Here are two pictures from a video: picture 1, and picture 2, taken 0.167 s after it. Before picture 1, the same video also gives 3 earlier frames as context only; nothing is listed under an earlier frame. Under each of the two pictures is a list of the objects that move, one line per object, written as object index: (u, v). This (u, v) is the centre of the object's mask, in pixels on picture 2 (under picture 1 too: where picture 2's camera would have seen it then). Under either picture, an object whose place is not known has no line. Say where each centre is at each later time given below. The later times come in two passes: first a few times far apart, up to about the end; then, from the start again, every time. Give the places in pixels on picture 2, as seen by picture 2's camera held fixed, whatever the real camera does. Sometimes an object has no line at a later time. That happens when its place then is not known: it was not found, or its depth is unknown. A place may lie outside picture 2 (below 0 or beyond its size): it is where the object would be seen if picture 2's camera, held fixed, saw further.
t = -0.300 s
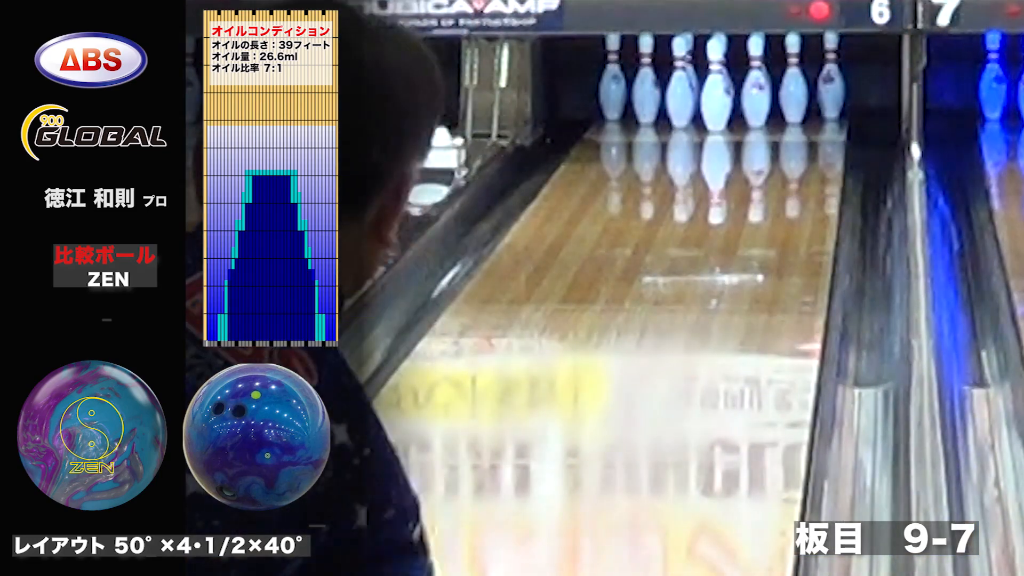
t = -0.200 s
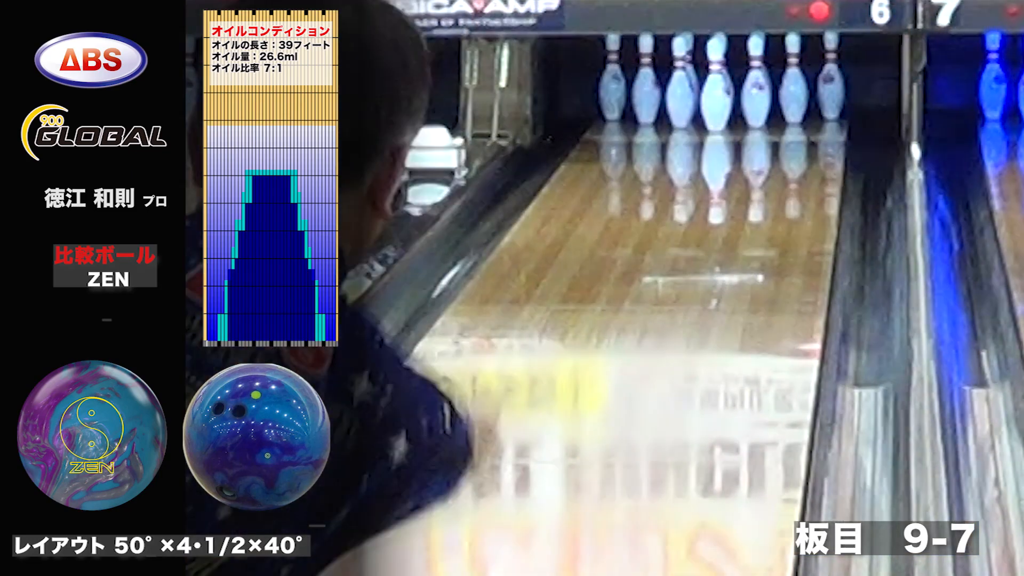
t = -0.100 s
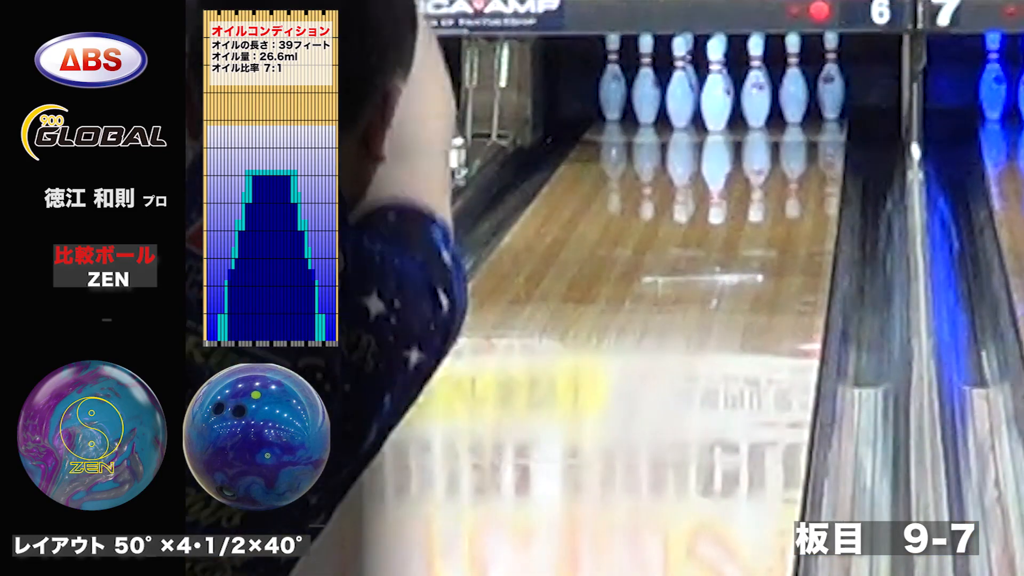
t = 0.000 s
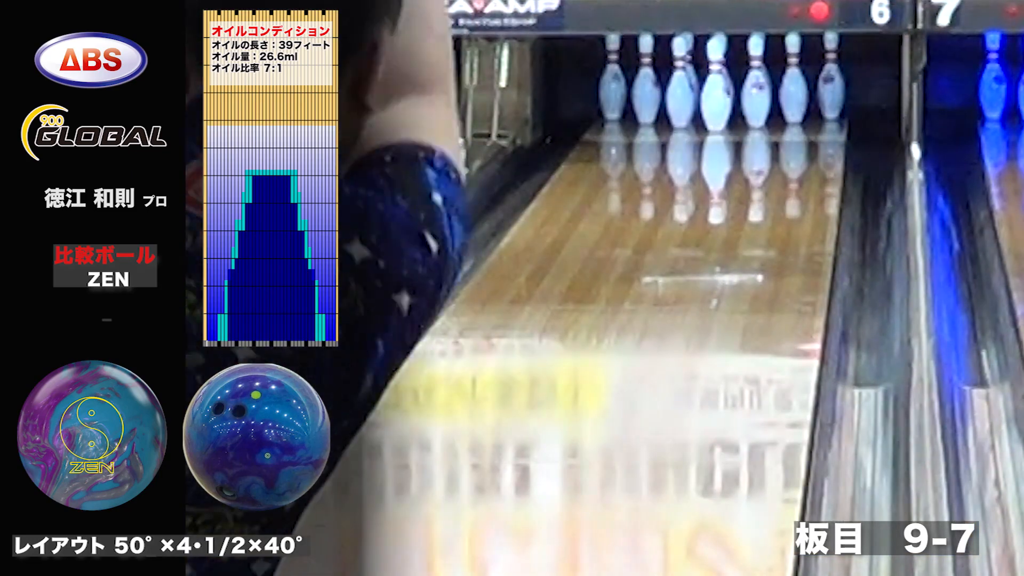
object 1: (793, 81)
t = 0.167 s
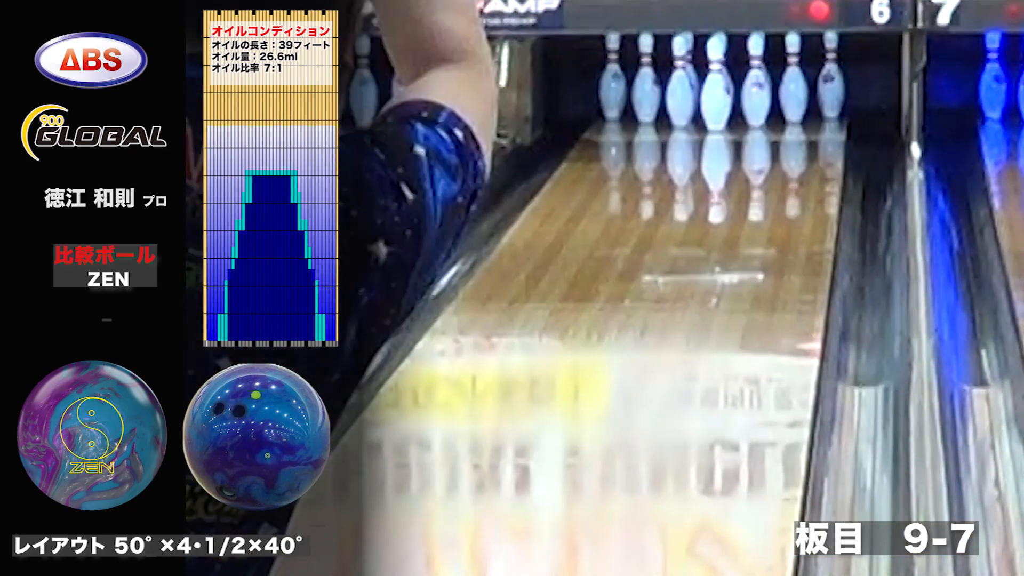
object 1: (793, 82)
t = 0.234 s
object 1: (793, 81)
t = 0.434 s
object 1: (793, 81)
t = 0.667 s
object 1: (793, 81)
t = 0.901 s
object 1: (793, 82)
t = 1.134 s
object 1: (793, 82)
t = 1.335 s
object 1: (793, 81)
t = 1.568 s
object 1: (793, 81)
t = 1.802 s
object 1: (793, 81)
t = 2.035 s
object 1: (793, 81)
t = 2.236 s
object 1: (793, 81)
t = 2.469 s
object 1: (859, 80)
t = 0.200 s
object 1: (793, 81)
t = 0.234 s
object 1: (793, 81)
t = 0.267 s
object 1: (793, 81)
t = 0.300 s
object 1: (793, 81)
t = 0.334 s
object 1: (793, 81)
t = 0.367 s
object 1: (793, 81)
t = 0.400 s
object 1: (793, 81)
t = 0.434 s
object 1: (793, 81)
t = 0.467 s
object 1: (793, 81)
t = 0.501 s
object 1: (793, 81)
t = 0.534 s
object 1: (793, 82)
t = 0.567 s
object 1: (793, 81)
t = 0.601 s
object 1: (793, 81)
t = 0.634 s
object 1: (793, 82)
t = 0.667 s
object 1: (793, 81)
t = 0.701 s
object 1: (793, 81)
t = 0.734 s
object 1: (793, 82)
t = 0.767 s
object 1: (793, 81)
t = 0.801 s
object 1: (793, 82)
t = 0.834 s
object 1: (793, 81)
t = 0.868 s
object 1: (793, 82)
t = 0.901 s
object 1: (793, 82)
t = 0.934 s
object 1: (793, 81)
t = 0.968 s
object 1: (793, 82)
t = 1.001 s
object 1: (793, 82)
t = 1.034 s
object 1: (793, 81)
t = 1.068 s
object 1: (793, 82)
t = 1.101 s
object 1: (793, 82)
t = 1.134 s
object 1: (793, 82)
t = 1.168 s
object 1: (793, 82)
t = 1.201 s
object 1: (793, 82)
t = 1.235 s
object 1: (793, 81)
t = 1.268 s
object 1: (793, 81)
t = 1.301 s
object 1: (793, 81)
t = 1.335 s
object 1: (793, 81)
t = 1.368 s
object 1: (793, 82)
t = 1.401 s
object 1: (793, 81)
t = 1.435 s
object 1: (793, 81)
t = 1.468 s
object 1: (793, 81)
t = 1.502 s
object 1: (793, 81)
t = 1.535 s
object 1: (793, 81)
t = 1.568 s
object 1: (793, 81)
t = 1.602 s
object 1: (793, 81)
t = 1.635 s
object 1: (793, 81)
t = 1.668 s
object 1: (793, 81)
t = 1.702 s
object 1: (793, 81)
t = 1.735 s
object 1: (793, 81)
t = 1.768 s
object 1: (793, 81)
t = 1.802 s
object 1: (793, 81)
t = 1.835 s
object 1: (793, 81)
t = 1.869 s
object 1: (793, 81)
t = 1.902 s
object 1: (793, 81)
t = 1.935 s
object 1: (793, 81)
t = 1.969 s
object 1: (793, 81)
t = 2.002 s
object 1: (793, 81)
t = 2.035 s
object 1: (793, 81)
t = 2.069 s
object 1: (793, 81)
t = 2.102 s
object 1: (793, 81)
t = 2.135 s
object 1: (793, 81)
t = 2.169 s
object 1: (793, 81)
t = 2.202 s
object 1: (793, 81)
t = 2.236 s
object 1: (793, 81)
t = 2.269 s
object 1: (793, 81)
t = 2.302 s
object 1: (793, 81)
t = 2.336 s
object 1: (793, 81)
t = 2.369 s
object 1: (796, 82)
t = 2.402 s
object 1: (811, 79)
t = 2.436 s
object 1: (834, 76)
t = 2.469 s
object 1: (859, 80)
